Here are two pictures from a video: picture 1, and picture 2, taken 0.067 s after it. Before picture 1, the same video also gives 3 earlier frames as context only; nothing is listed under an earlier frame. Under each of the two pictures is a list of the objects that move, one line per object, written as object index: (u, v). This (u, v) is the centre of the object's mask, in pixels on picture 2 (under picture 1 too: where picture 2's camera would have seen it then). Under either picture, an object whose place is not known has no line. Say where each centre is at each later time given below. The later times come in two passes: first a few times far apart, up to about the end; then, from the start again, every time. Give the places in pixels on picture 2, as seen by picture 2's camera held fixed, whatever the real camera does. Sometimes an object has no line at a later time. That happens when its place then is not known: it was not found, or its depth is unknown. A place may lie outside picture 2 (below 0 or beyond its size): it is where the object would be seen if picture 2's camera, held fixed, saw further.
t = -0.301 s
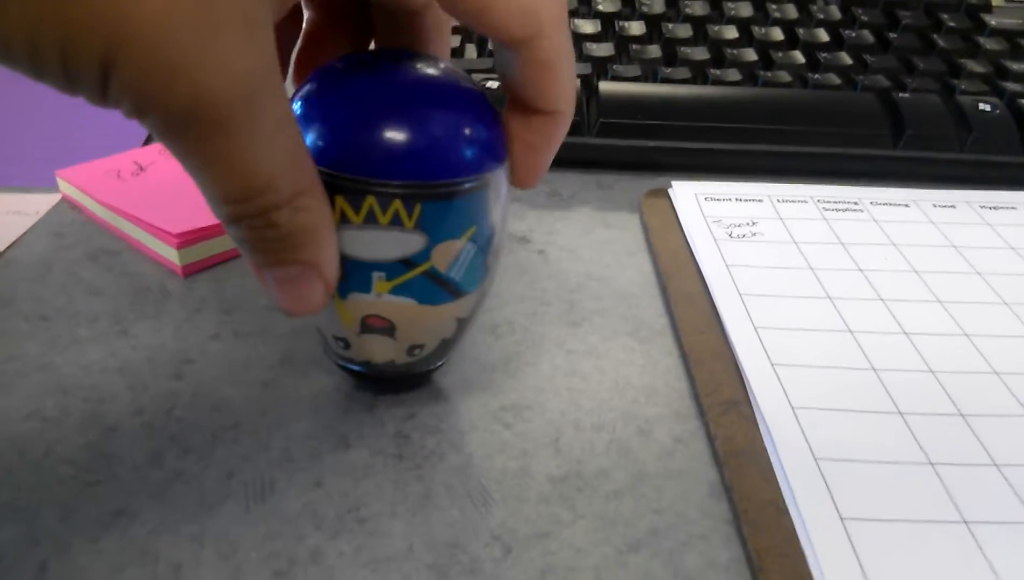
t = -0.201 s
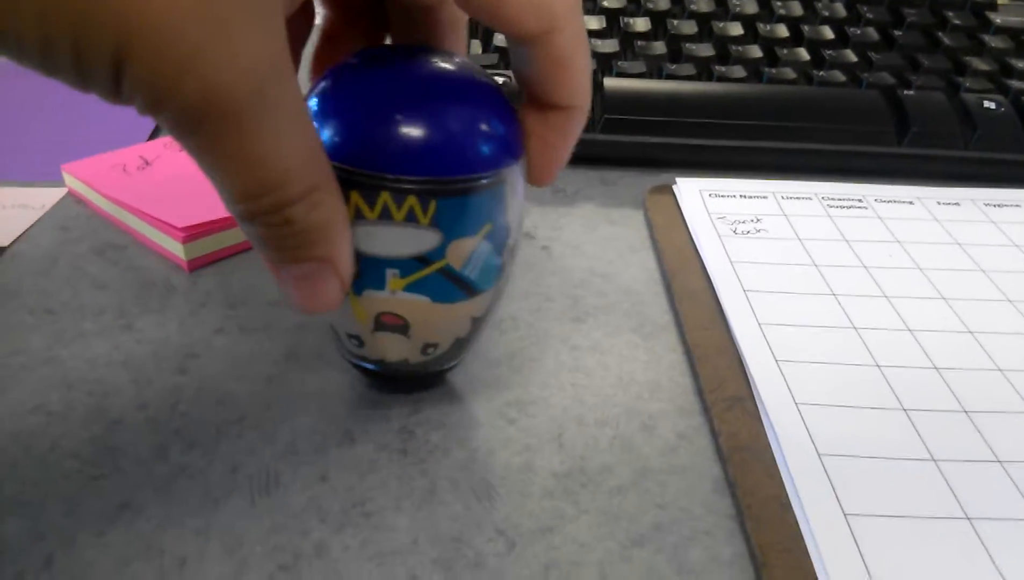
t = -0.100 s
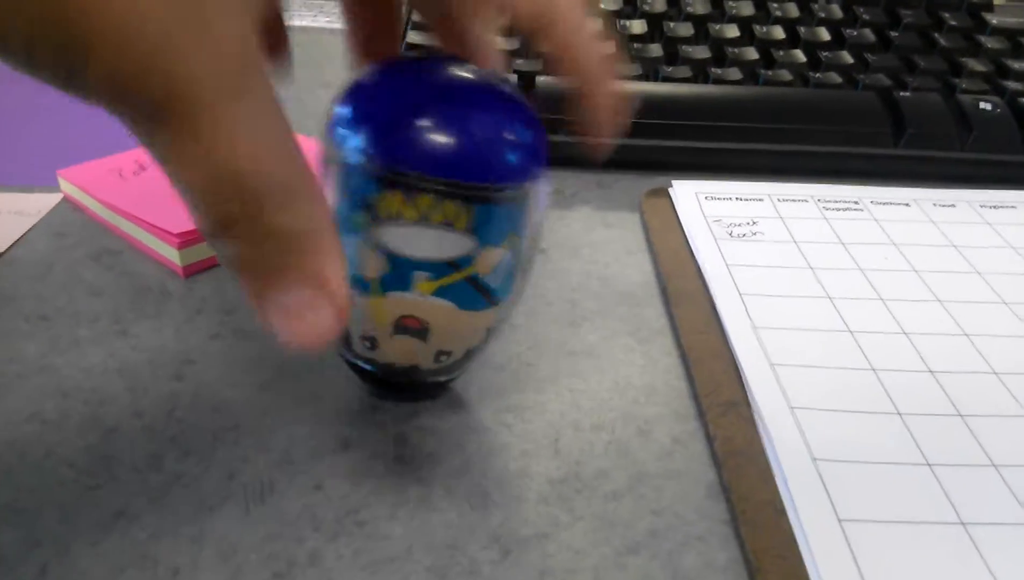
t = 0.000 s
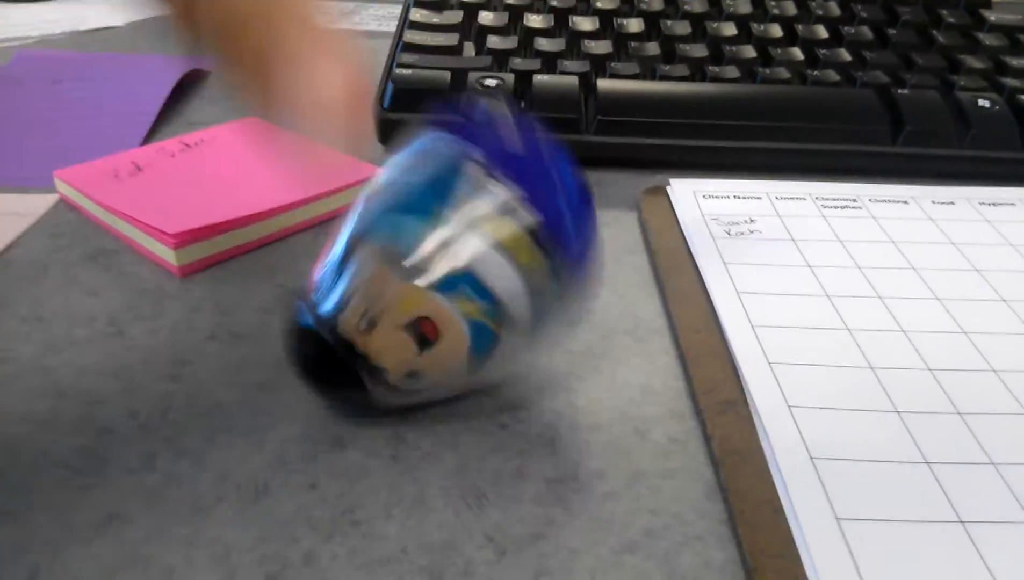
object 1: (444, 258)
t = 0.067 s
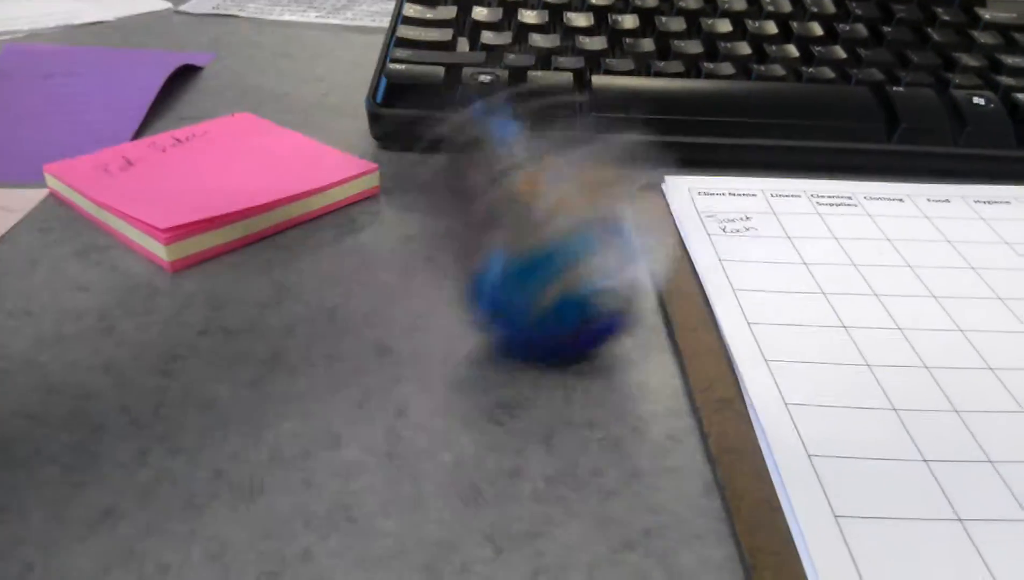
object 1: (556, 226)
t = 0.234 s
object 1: (686, 188)
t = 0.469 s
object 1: (558, 234)
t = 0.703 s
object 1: (436, 242)
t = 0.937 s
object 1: (450, 161)
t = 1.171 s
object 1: (495, 161)
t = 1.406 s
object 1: (555, 228)
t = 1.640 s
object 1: (490, 210)
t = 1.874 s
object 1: (387, 171)
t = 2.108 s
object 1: (466, 170)
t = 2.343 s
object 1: (580, 193)
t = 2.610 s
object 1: (424, 196)
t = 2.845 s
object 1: (373, 193)
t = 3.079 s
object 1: (509, 163)
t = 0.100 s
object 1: (614, 200)
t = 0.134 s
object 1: (656, 197)
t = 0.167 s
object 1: (667, 182)
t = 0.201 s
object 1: (676, 183)
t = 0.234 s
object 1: (686, 188)
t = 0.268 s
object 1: (695, 180)
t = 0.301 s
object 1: (690, 165)
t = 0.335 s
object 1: (677, 153)
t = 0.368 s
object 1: (656, 160)
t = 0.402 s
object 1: (634, 179)
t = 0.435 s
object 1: (596, 204)
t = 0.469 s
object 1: (558, 234)
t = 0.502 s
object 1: (521, 271)
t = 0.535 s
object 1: (499, 281)
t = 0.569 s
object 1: (480, 287)
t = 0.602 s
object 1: (462, 279)
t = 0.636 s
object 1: (451, 267)
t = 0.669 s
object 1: (442, 255)
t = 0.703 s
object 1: (436, 242)
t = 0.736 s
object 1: (431, 229)
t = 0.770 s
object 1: (430, 214)
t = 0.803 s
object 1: (430, 201)
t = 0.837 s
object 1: (434, 188)
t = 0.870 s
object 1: (440, 175)
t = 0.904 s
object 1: (445, 166)
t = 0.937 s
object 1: (450, 161)
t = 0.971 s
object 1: (455, 158)
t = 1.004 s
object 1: (461, 157)
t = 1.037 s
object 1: (467, 157)
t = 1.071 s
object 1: (473, 158)
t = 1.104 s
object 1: (481, 158)
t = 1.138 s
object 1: (488, 159)
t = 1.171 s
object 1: (495, 161)
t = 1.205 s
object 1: (505, 165)
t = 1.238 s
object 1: (516, 171)
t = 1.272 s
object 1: (528, 183)
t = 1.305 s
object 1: (538, 195)
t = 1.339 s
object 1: (548, 207)
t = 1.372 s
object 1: (552, 220)
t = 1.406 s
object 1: (555, 228)
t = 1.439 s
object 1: (555, 235)
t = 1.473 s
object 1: (552, 240)
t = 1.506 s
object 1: (547, 241)
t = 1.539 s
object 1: (538, 238)
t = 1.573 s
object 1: (526, 230)
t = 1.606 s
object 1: (509, 222)
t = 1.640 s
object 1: (490, 210)
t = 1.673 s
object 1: (468, 200)
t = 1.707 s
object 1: (446, 191)
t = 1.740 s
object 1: (426, 181)
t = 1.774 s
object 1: (409, 175)
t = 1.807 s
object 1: (398, 173)
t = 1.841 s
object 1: (391, 172)
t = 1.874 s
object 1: (387, 171)
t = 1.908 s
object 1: (387, 170)
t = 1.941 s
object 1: (389, 169)
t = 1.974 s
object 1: (396, 167)
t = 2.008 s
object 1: (405, 166)
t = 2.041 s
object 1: (420, 165)
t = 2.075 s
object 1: (440, 167)
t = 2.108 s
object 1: (466, 170)
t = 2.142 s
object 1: (495, 173)
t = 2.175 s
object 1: (524, 177)
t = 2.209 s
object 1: (548, 180)
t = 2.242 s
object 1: (563, 184)
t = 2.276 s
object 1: (574, 188)
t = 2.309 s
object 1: (579, 191)
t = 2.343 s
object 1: (580, 193)
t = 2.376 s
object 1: (577, 194)
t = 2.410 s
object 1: (569, 194)
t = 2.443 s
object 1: (556, 194)
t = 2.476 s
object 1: (539, 192)
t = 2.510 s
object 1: (513, 193)
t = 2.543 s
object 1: (483, 194)
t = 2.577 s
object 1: (452, 195)
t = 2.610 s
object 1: (424, 196)
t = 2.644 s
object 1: (403, 197)
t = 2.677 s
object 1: (386, 198)
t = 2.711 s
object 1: (372, 200)
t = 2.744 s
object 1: (366, 198)
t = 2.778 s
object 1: (364, 199)
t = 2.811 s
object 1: (366, 196)
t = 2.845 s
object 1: (373, 193)
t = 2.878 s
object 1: (385, 189)
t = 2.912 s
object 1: (402, 185)
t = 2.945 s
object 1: (422, 178)
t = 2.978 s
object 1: (446, 171)
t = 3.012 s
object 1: (470, 167)
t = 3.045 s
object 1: (493, 163)
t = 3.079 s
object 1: (509, 163)
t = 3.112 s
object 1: (521, 164)
